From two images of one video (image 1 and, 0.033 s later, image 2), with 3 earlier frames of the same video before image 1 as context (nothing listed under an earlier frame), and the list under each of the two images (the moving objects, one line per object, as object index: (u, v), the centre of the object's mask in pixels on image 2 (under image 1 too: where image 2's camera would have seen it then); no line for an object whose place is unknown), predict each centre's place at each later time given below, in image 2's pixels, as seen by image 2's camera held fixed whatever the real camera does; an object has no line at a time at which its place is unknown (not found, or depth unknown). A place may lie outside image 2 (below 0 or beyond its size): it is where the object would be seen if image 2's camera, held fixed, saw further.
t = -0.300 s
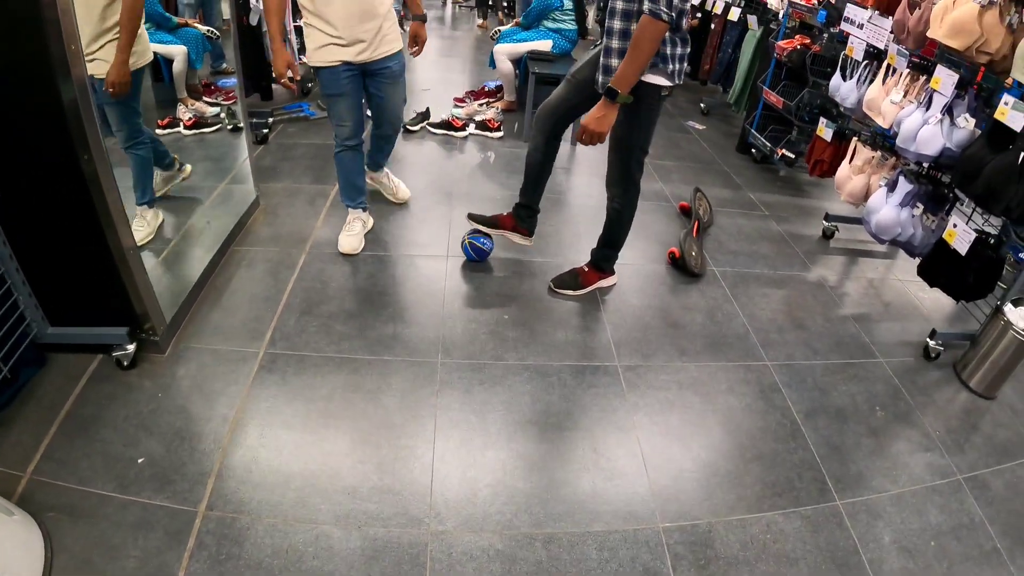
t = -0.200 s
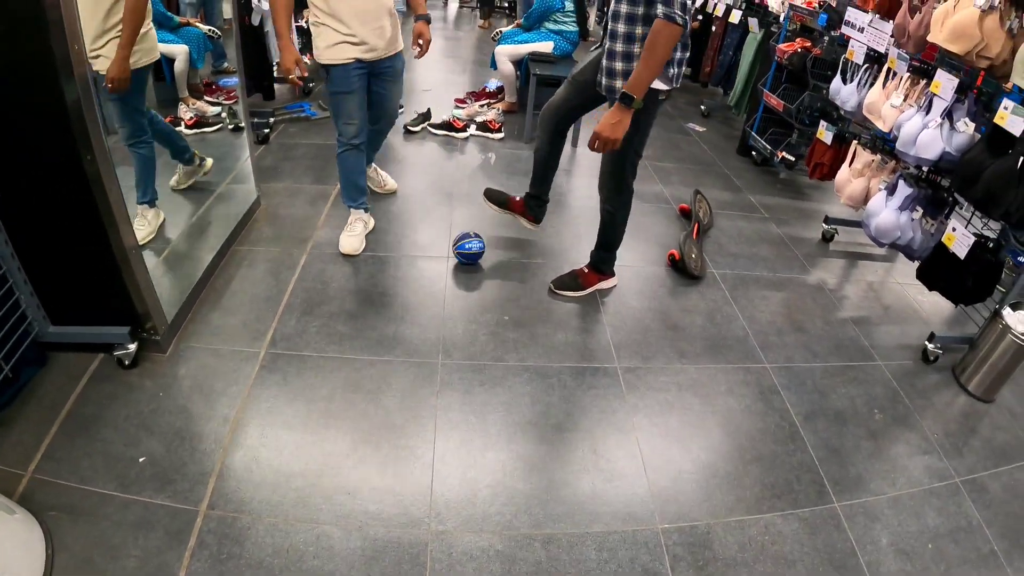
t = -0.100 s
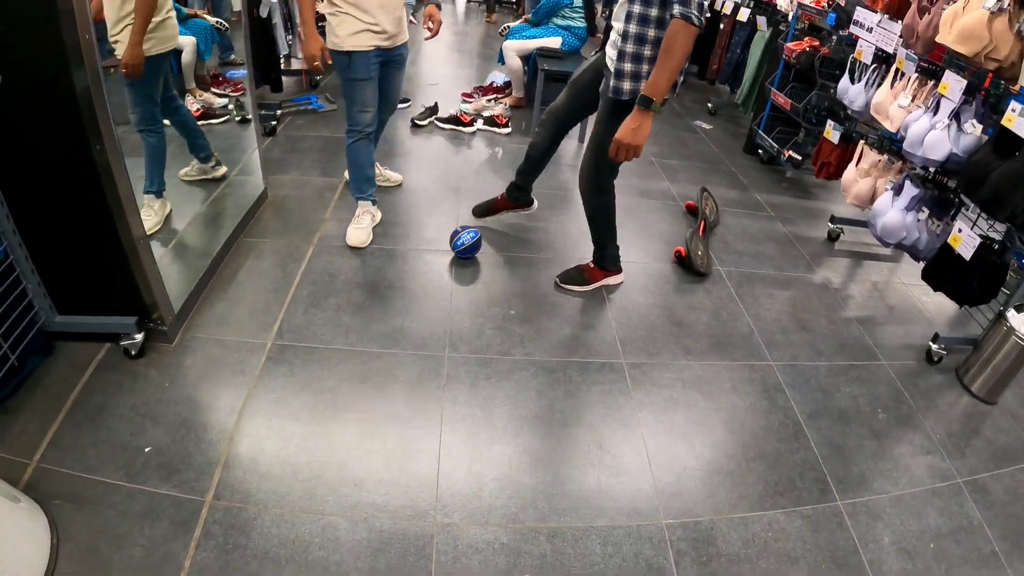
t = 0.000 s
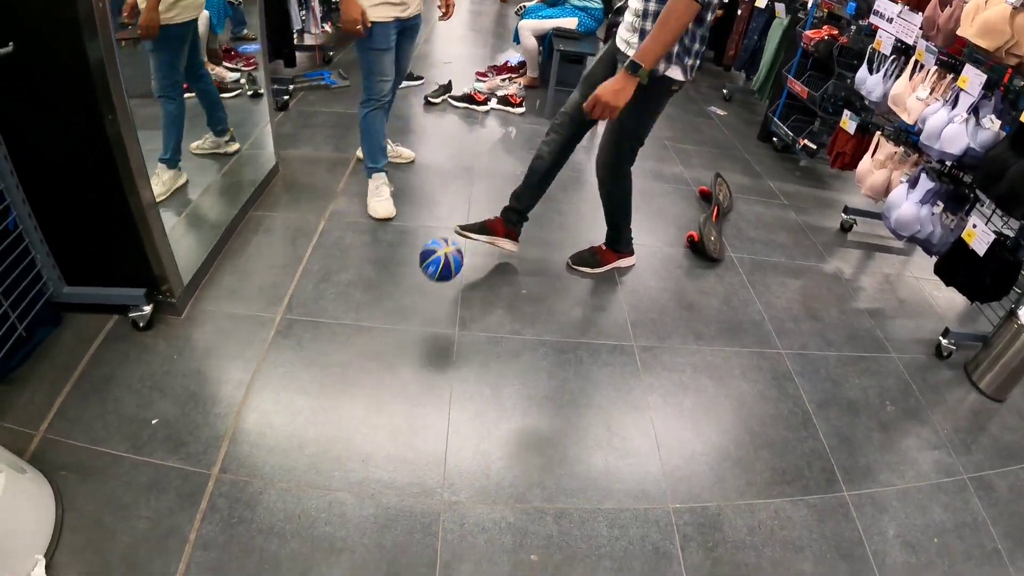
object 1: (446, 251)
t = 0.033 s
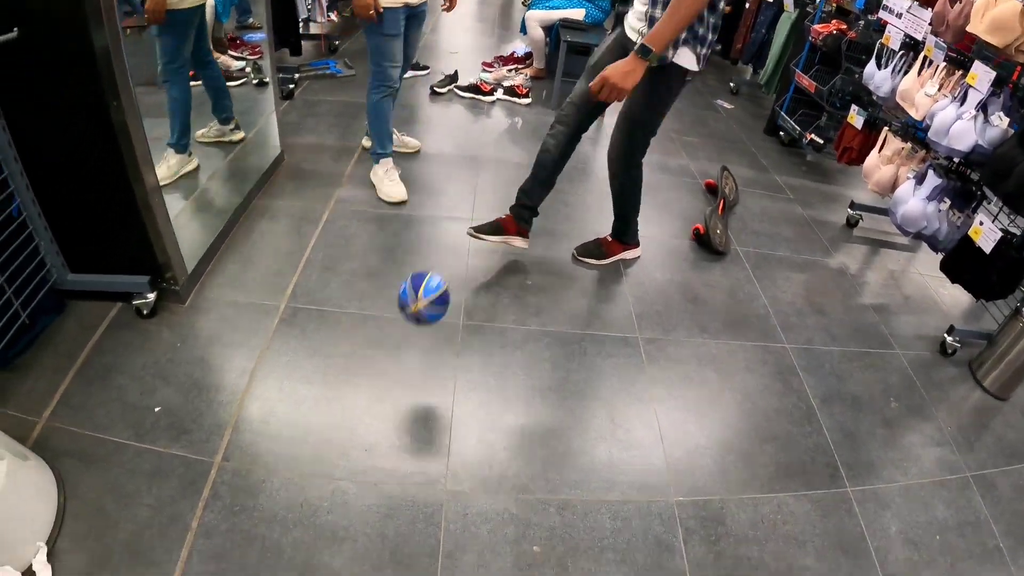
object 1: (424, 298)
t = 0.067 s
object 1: (395, 379)
